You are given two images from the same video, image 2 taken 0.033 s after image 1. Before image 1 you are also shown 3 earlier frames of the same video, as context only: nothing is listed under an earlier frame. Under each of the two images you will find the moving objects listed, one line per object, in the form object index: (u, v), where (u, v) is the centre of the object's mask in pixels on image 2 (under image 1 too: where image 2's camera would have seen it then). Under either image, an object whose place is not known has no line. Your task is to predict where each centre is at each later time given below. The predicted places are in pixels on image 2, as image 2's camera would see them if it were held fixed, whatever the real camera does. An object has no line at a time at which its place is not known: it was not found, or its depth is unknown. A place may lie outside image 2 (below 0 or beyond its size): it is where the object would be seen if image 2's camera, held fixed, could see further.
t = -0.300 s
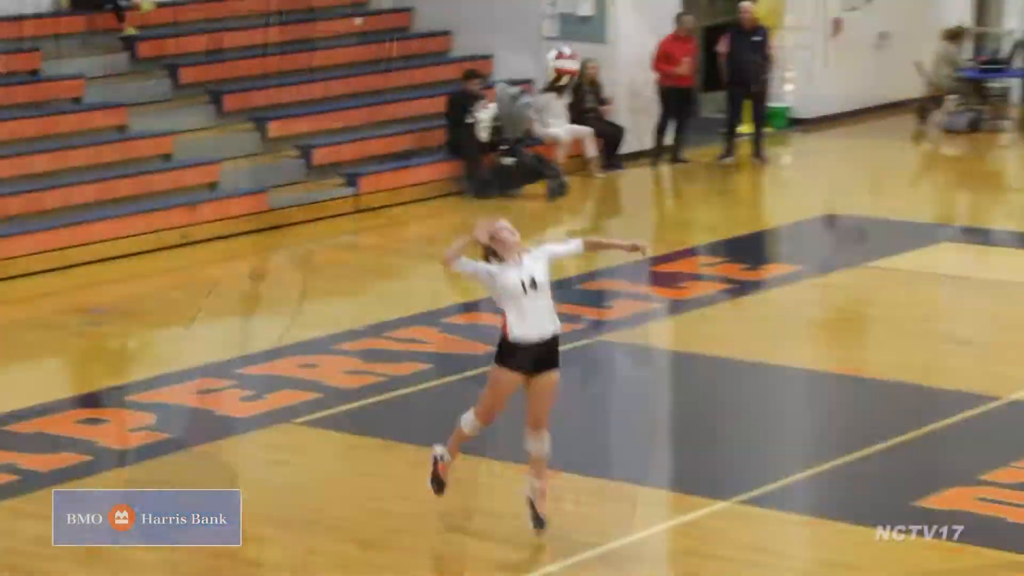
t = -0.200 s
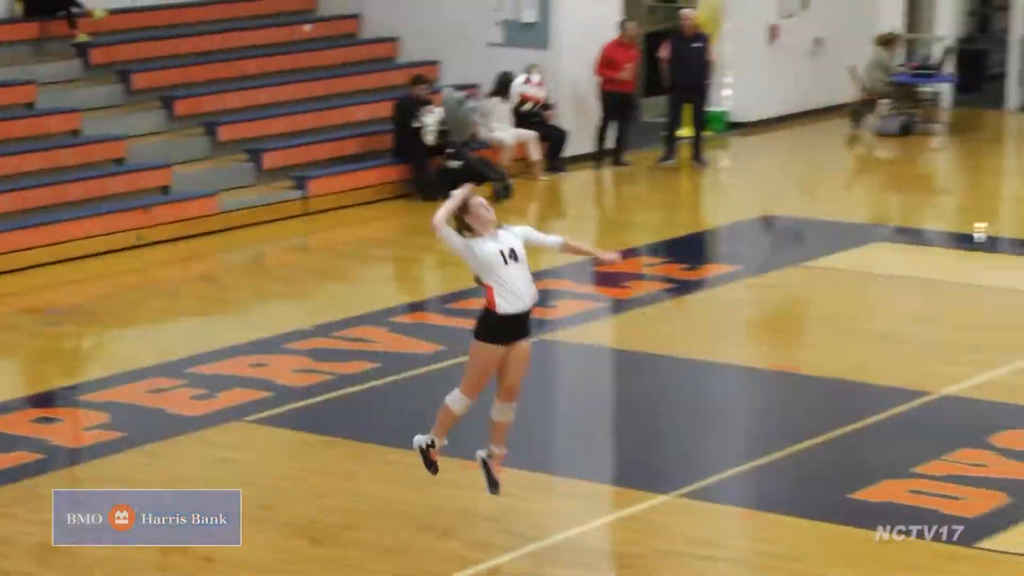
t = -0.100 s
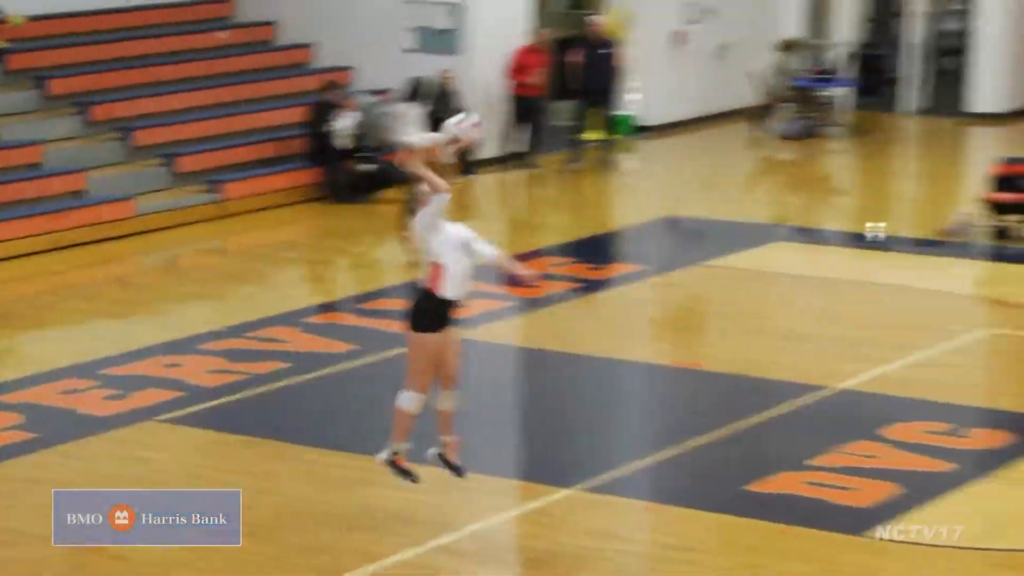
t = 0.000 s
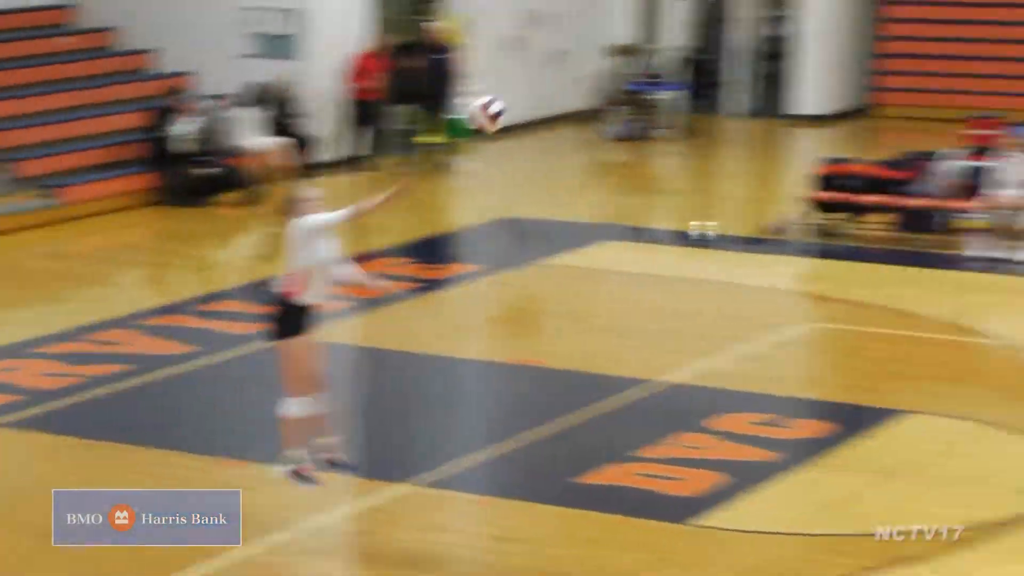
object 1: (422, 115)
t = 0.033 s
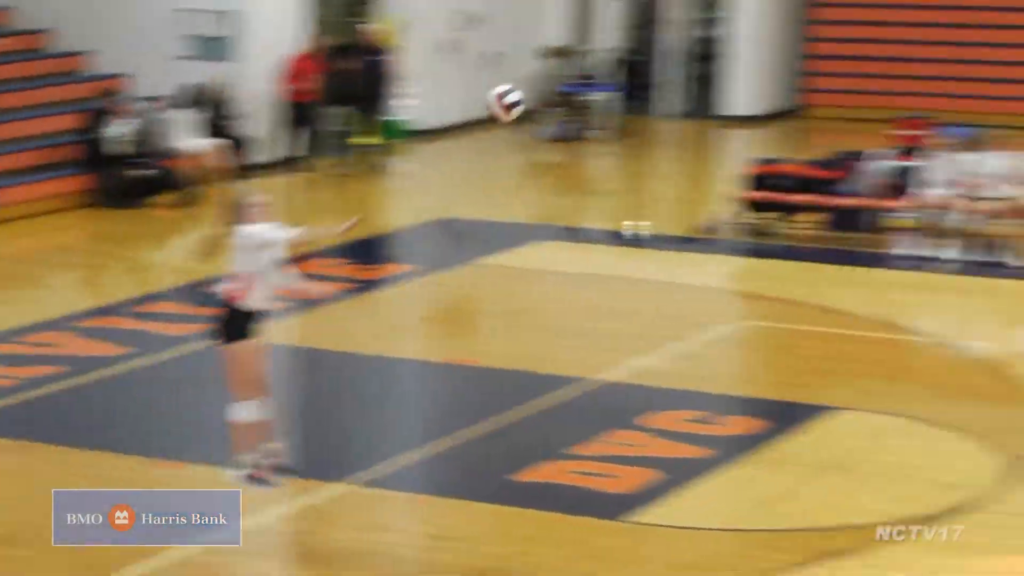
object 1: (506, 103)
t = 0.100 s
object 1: (675, 79)
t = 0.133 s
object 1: (766, 69)
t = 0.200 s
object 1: (949, 55)
